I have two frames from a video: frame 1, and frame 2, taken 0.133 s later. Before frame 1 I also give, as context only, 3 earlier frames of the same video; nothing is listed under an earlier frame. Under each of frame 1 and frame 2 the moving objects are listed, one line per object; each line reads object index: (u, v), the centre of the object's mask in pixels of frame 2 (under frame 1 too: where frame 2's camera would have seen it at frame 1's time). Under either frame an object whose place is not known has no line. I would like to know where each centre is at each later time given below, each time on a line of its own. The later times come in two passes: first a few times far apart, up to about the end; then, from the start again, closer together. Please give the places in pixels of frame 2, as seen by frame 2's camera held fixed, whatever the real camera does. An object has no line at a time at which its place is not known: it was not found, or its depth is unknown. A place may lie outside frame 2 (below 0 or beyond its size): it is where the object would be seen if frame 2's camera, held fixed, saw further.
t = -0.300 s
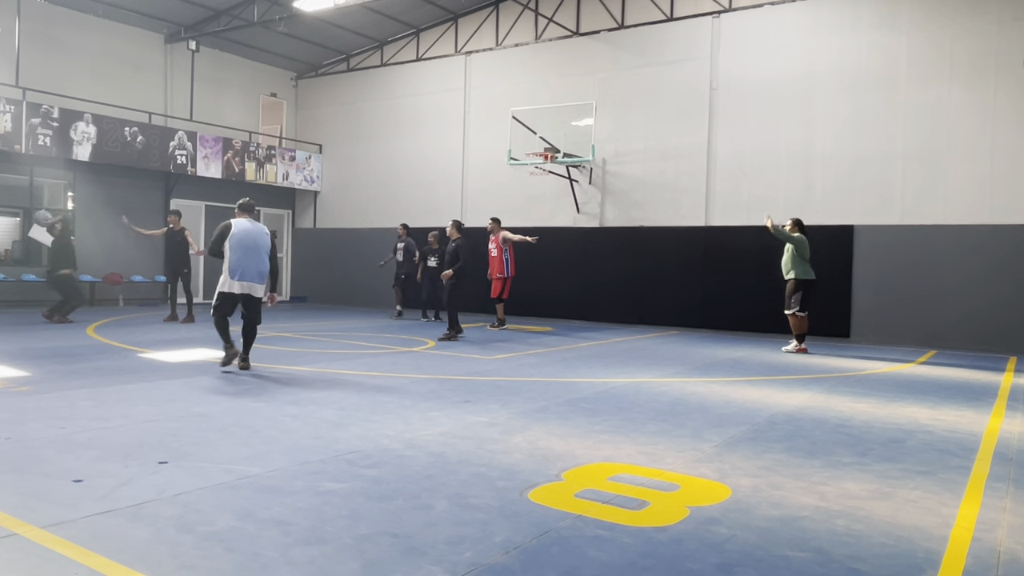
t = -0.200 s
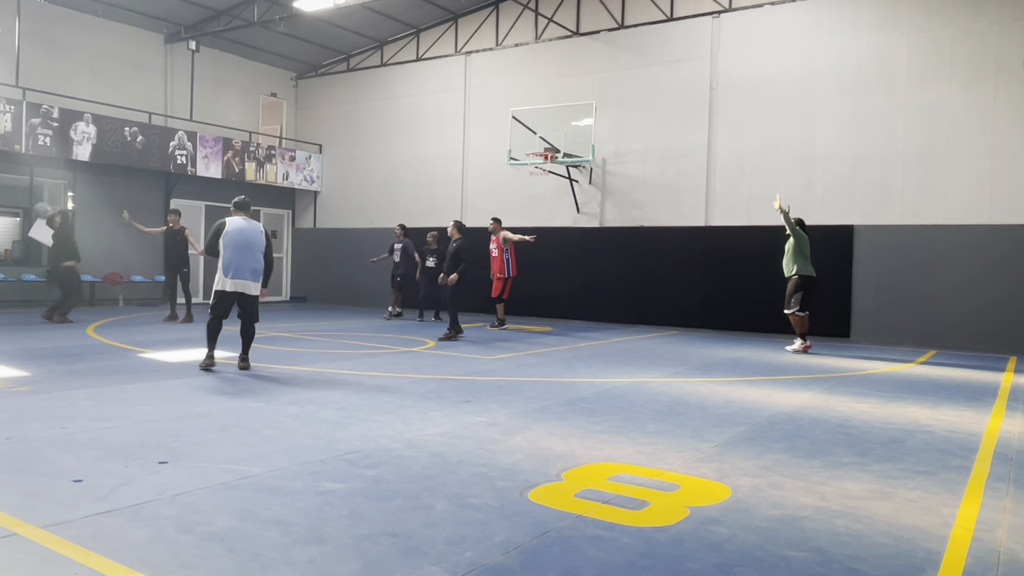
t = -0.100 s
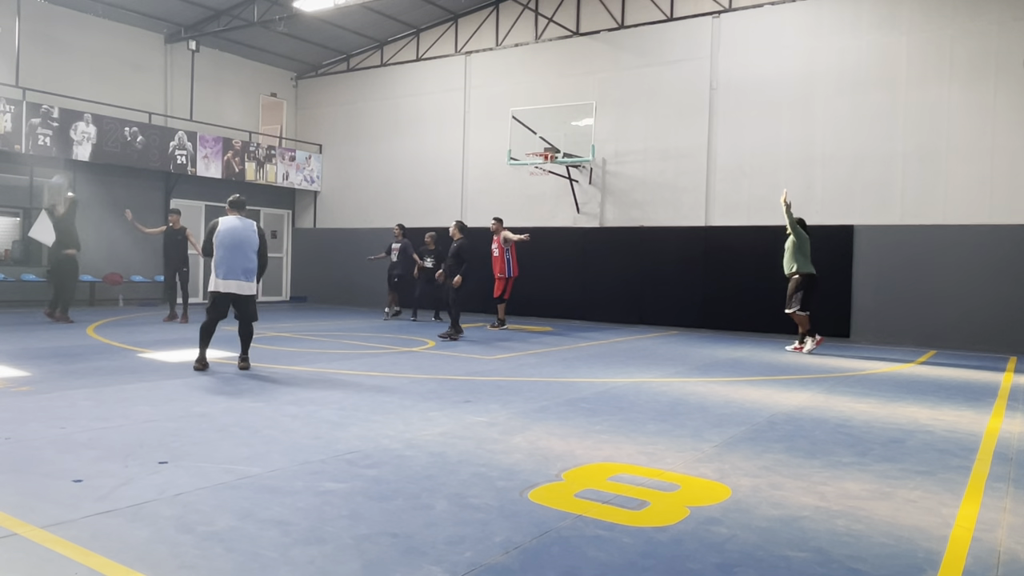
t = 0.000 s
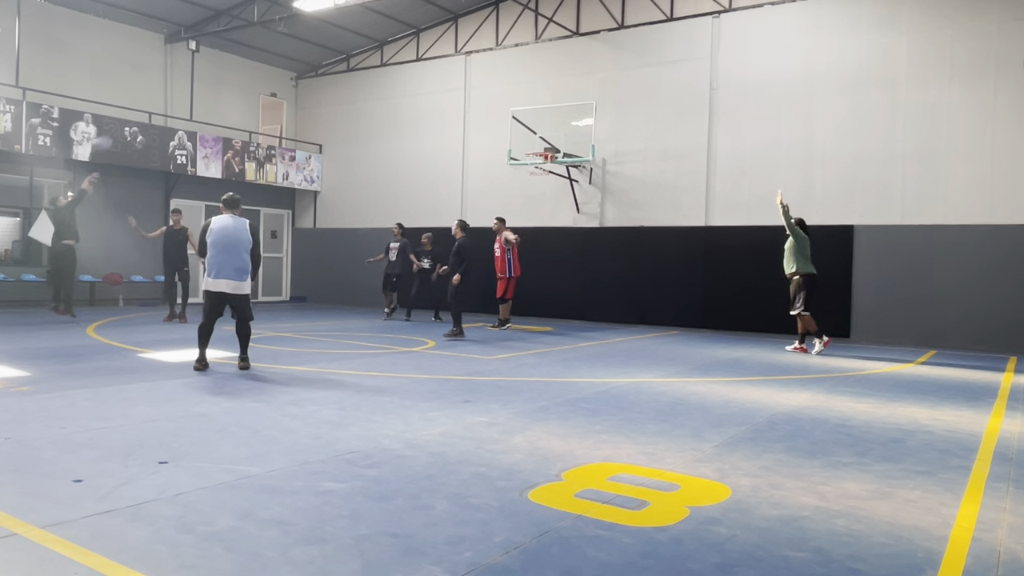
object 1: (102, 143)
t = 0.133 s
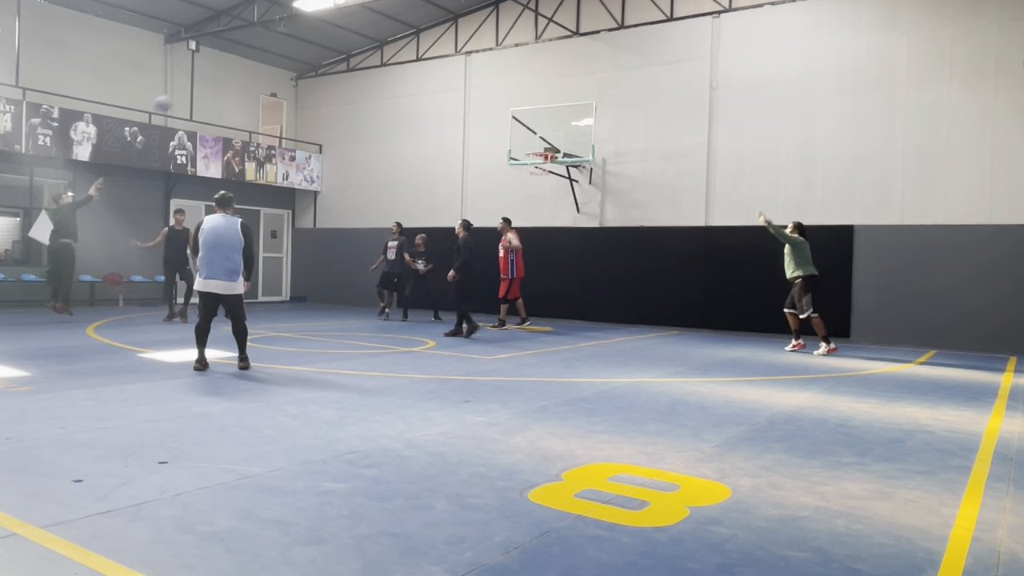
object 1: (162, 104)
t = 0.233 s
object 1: (206, 81)
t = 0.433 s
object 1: (288, 56)
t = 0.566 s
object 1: (338, 53)
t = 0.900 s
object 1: (453, 91)
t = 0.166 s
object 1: (177, 95)
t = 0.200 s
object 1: (191, 88)
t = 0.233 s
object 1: (206, 81)
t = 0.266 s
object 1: (219, 76)
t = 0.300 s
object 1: (233, 70)
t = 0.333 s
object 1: (247, 66)
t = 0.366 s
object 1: (260, 61)
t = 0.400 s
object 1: (274, 59)
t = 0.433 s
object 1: (288, 56)
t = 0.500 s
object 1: (313, 53)
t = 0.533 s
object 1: (325, 53)
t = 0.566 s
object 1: (338, 53)
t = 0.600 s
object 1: (351, 54)
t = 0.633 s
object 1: (362, 56)
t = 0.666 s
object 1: (374, 59)
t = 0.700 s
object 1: (386, 62)
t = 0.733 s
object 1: (397, 65)
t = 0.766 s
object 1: (409, 69)
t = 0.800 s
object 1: (421, 74)
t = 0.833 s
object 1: (432, 79)
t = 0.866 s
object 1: (442, 85)
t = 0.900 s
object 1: (453, 91)
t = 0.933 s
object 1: (464, 98)
